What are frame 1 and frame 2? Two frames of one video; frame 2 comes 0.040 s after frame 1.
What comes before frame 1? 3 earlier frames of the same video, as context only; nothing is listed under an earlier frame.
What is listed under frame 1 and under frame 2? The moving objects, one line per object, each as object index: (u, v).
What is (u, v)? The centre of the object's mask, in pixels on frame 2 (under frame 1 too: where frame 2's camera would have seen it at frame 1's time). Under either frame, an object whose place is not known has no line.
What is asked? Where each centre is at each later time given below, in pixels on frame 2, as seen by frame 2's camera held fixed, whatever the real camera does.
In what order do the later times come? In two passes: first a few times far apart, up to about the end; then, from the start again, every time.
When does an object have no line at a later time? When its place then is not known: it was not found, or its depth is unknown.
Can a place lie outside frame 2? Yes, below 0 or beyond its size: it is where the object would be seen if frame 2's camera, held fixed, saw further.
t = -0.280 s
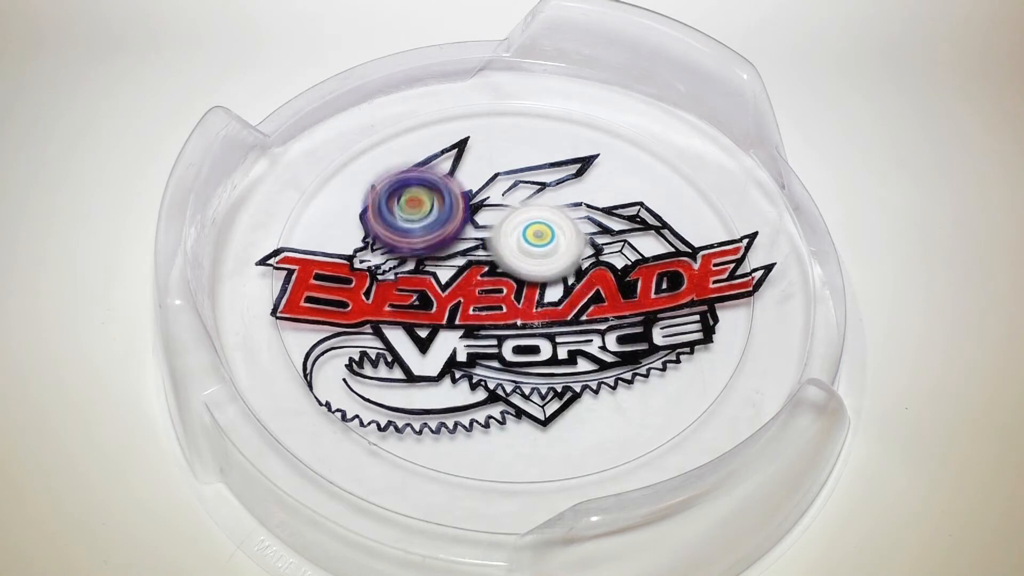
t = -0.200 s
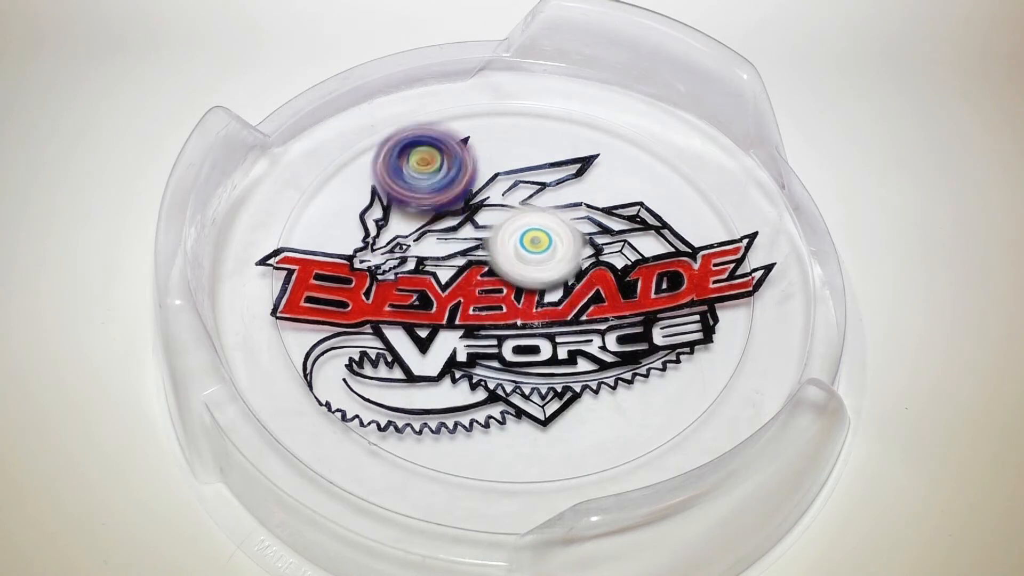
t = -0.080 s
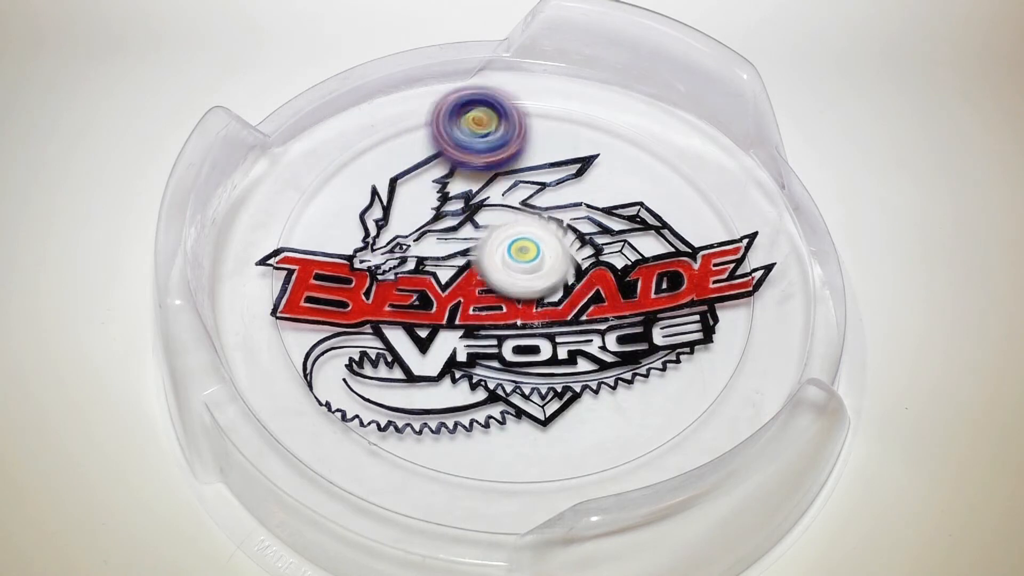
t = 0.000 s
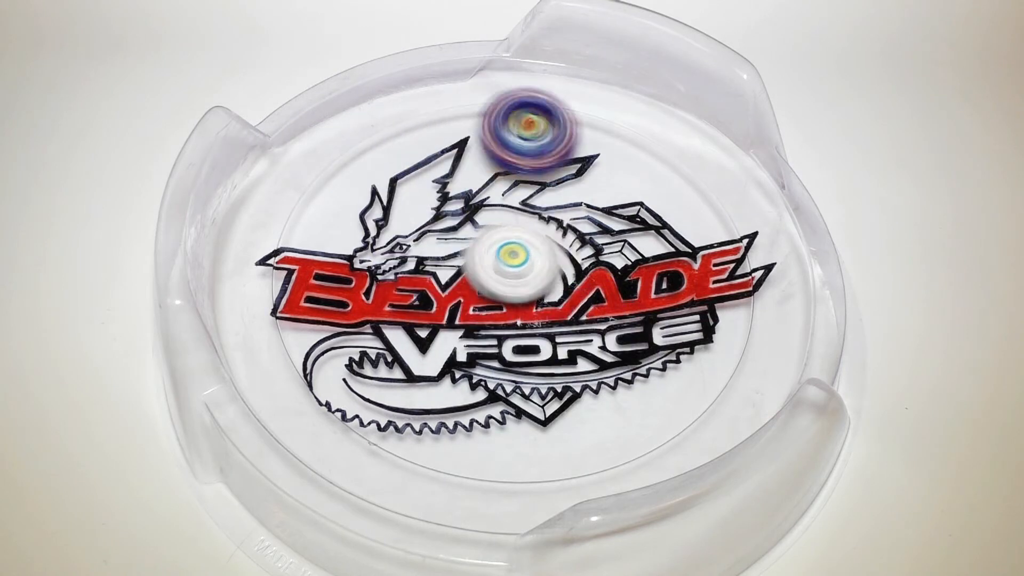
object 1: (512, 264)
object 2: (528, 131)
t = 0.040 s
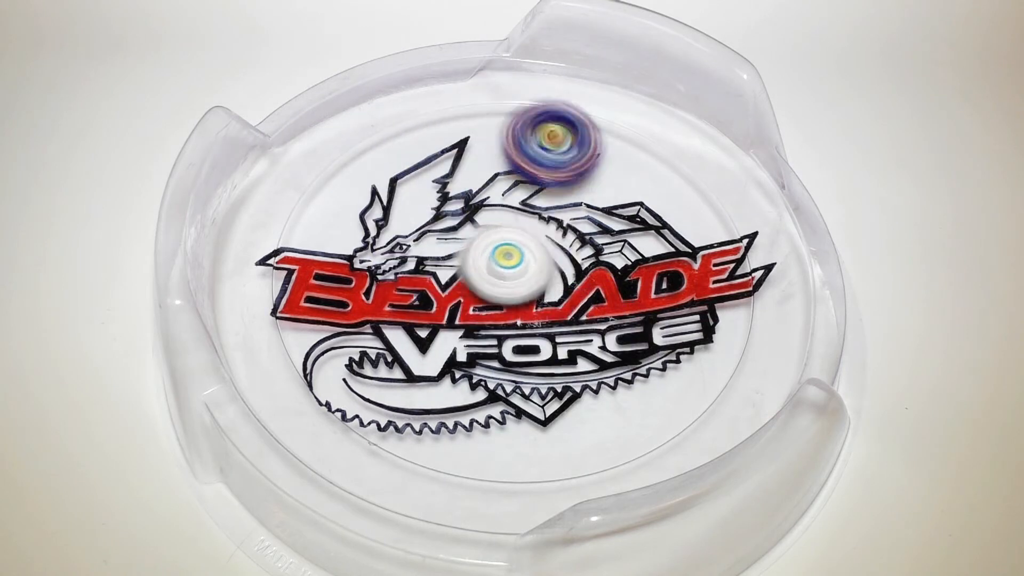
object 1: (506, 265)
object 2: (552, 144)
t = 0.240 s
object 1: (482, 266)
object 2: (594, 253)
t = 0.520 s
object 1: (450, 238)
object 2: (503, 373)
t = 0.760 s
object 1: (469, 233)
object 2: (368, 339)
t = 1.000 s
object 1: (536, 250)
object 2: (372, 238)
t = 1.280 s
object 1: (614, 279)
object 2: (499, 217)
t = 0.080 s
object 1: (501, 266)
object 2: (572, 161)
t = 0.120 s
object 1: (496, 266)
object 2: (587, 181)
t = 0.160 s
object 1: (491, 267)
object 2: (594, 204)
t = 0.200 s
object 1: (487, 267)
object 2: (596, 229)
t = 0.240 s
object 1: (482, 266)
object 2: (594, 253)
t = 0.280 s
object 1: (480, 264)
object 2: (587, 276)
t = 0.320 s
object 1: (477, 263)
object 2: (574, 296)
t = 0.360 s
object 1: (465, 256)
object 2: (571, 318)
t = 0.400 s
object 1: (459, 252)
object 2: (561, 337)
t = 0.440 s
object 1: (455, 248)
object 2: (545, 352)
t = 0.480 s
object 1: (452, 242)
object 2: (525, 364)
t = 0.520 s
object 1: (450, 238)
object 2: (503, 373)
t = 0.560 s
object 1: (449, 234)
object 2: (479, 379)
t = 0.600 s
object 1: (451, 232)
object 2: (454, 380)
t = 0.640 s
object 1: (454, 230)
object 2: (429, 377)
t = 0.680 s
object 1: (458, 230)
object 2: (404, 369)
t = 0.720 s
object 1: (463, 230)
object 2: (383, 356)
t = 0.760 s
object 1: (469, 233)
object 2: (368, 339)
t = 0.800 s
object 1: (475, 236)
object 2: (358, 318)
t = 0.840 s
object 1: (481, 243)
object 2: (359, 297)
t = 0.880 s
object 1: (486, 247)
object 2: (368, 278)
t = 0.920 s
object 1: (492, 253)
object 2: (381, 259)
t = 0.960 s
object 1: (519, 253)
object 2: (373, 247)
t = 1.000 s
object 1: (536, 250)
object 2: (372, 238)
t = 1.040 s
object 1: (546, 253)
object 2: (378, 228)
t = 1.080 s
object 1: (555, 257)
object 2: (393, 217)
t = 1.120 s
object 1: (562, 262)
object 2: (413, 209)
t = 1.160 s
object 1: (571, 266)
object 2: (436, 206)
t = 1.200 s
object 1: (580, 268)
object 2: (463, 207)
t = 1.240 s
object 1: (588, 273)
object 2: (488, 213)
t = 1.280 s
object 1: (614, 279)
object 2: (499, 217)
